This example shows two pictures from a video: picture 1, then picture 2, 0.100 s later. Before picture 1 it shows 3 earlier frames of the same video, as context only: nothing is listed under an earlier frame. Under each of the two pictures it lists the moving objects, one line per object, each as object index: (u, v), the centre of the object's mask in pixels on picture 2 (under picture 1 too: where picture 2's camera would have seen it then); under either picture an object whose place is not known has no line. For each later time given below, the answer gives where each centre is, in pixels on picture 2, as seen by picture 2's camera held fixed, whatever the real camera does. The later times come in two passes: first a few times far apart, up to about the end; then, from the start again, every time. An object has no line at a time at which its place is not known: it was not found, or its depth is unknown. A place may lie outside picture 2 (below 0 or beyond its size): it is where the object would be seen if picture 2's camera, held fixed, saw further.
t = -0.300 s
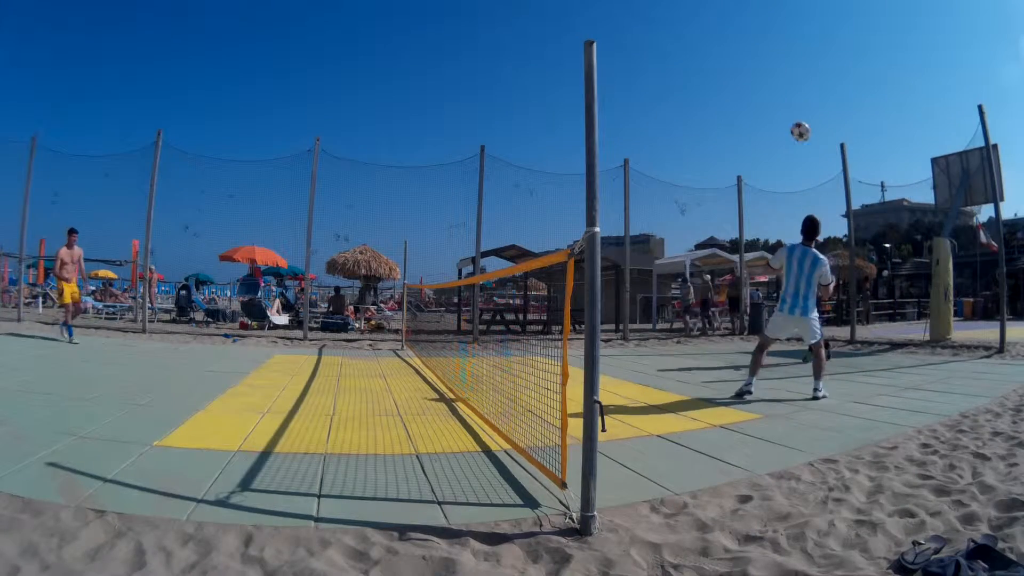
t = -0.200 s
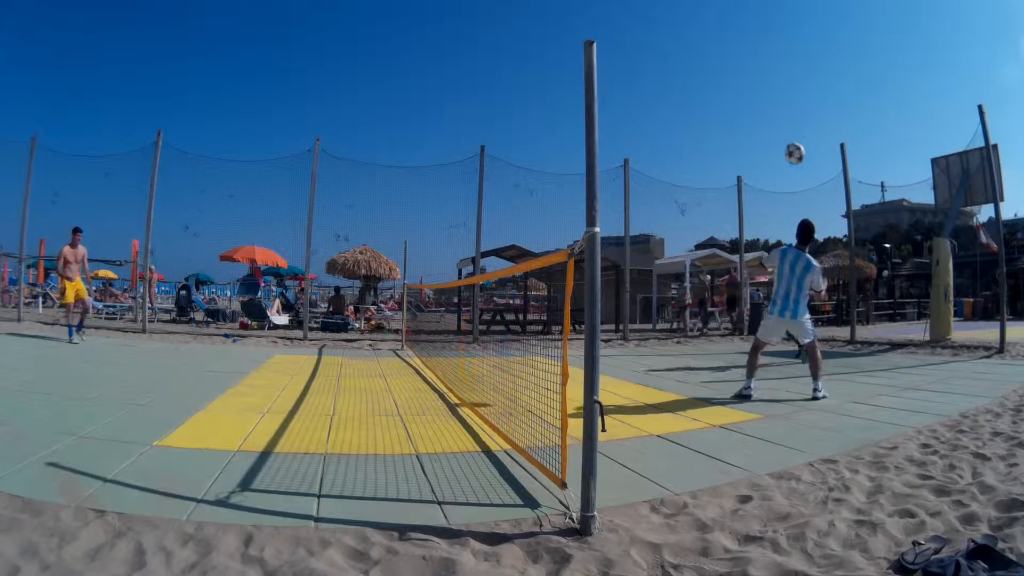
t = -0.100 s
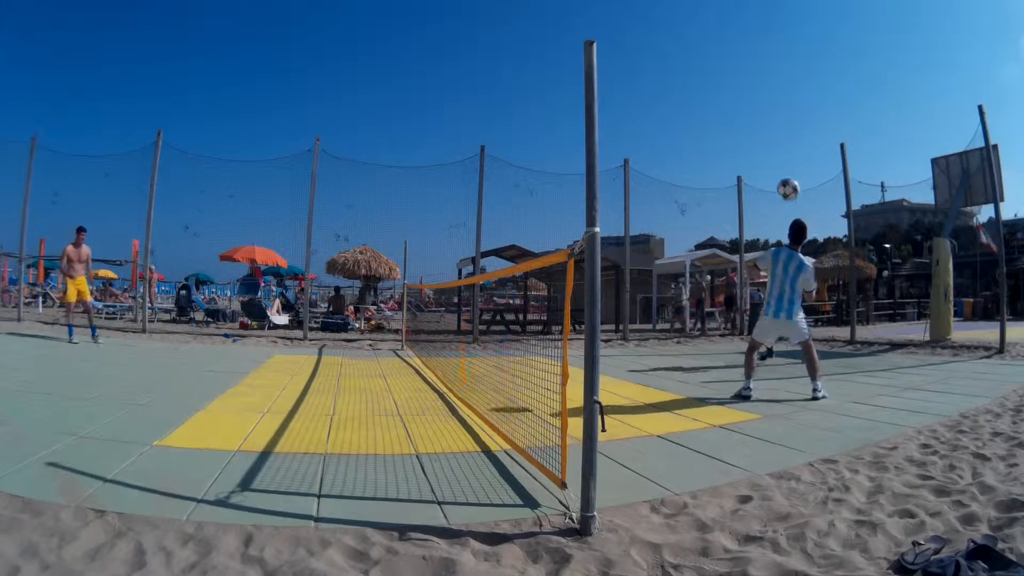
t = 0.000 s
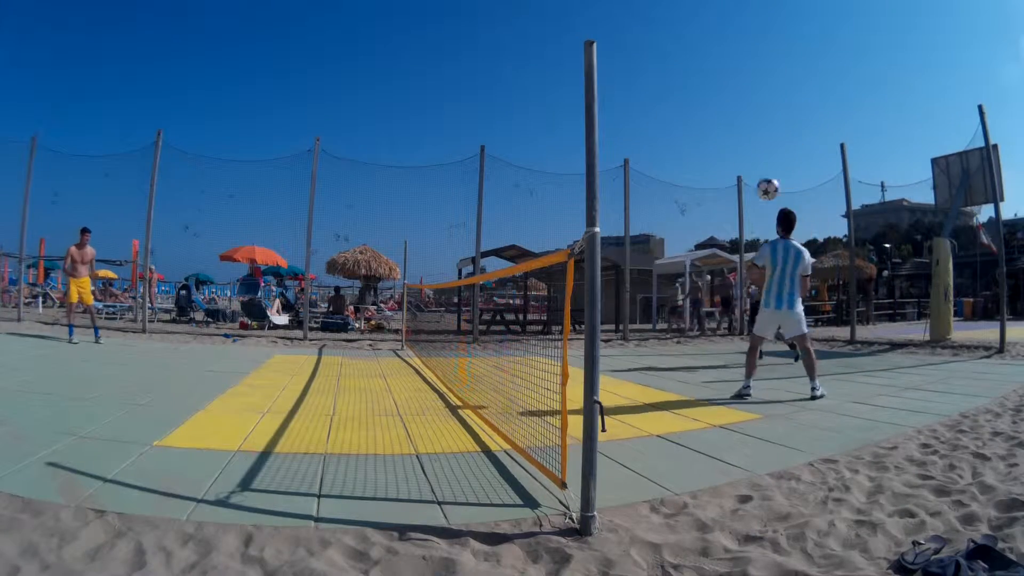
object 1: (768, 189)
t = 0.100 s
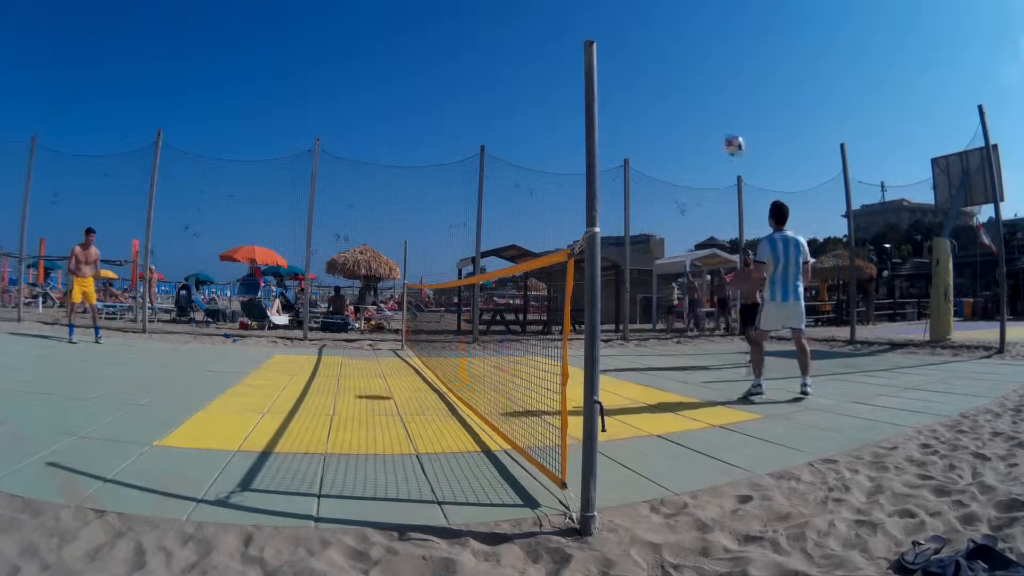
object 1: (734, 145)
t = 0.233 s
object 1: (693, 109)
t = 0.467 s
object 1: (634, 92)
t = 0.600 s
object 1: (606, 101)
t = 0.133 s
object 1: (723, 134)
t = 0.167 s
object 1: (713, 124)
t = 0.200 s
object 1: (702, 116)
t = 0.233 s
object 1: (693, 109)
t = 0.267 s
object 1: (683, 103)
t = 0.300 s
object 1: (674, 98)
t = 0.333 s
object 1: (665, 94)
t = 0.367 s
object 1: (657, 92)
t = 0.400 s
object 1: (649, 91)
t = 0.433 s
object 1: (642, 92)
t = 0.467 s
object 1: (634, 92)
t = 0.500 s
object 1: (626, 93)
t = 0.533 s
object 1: (619, 95)
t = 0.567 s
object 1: (612, 98)
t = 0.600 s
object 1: (606, 101)
